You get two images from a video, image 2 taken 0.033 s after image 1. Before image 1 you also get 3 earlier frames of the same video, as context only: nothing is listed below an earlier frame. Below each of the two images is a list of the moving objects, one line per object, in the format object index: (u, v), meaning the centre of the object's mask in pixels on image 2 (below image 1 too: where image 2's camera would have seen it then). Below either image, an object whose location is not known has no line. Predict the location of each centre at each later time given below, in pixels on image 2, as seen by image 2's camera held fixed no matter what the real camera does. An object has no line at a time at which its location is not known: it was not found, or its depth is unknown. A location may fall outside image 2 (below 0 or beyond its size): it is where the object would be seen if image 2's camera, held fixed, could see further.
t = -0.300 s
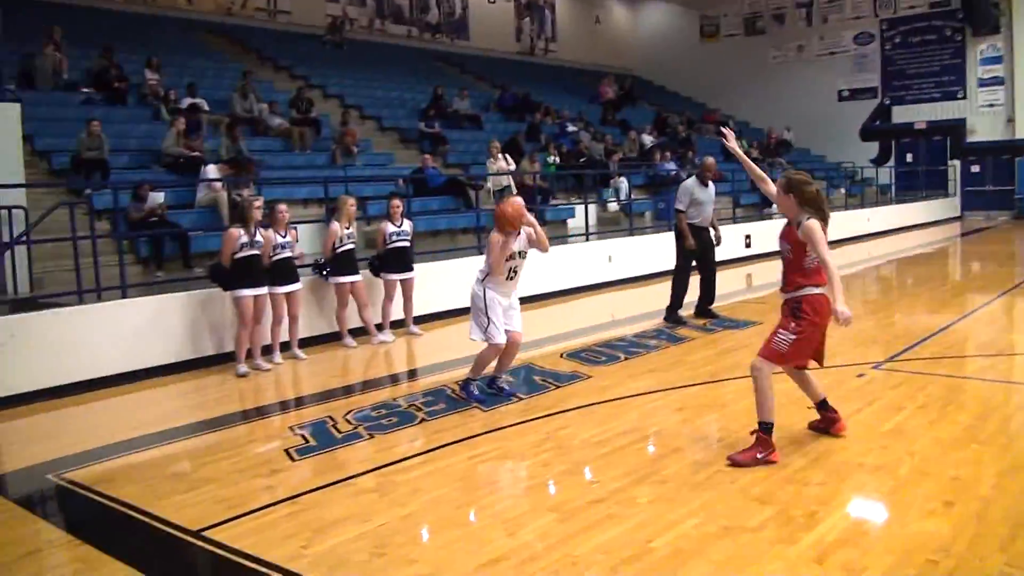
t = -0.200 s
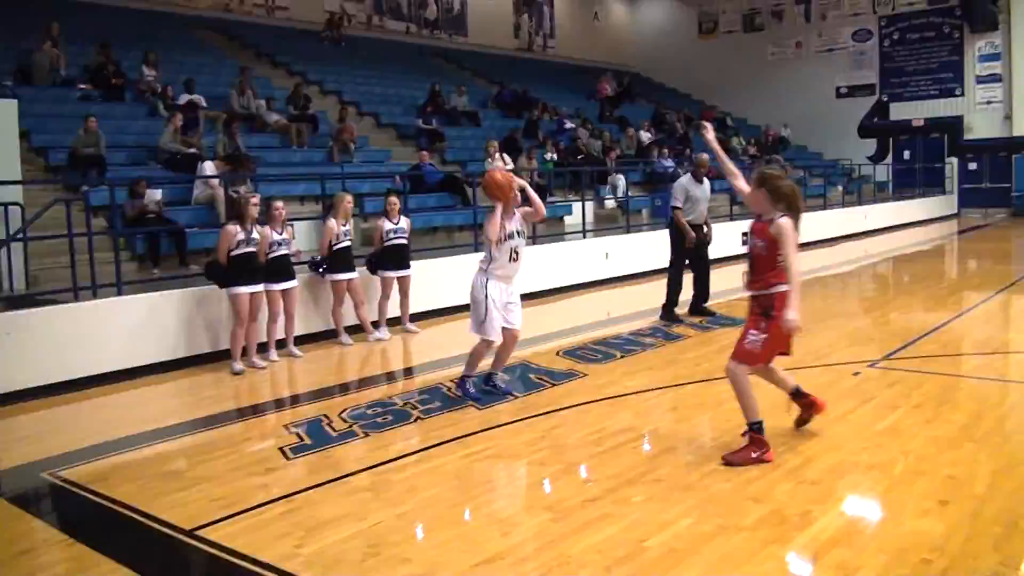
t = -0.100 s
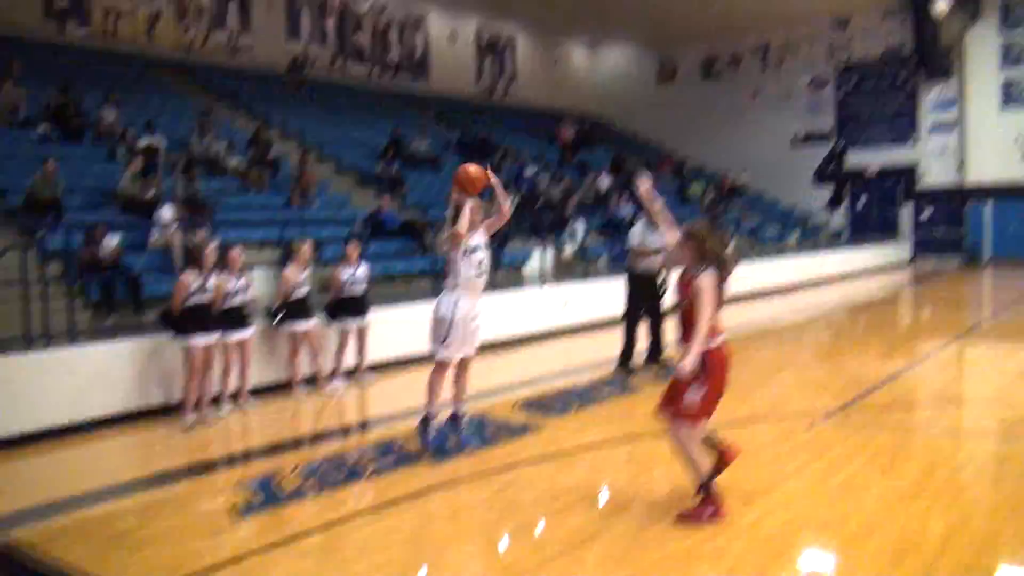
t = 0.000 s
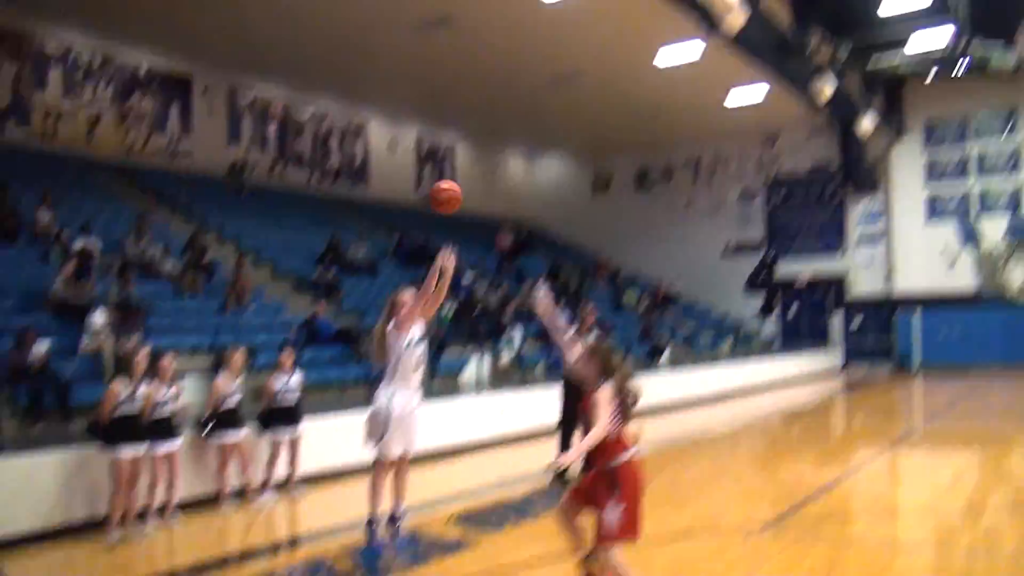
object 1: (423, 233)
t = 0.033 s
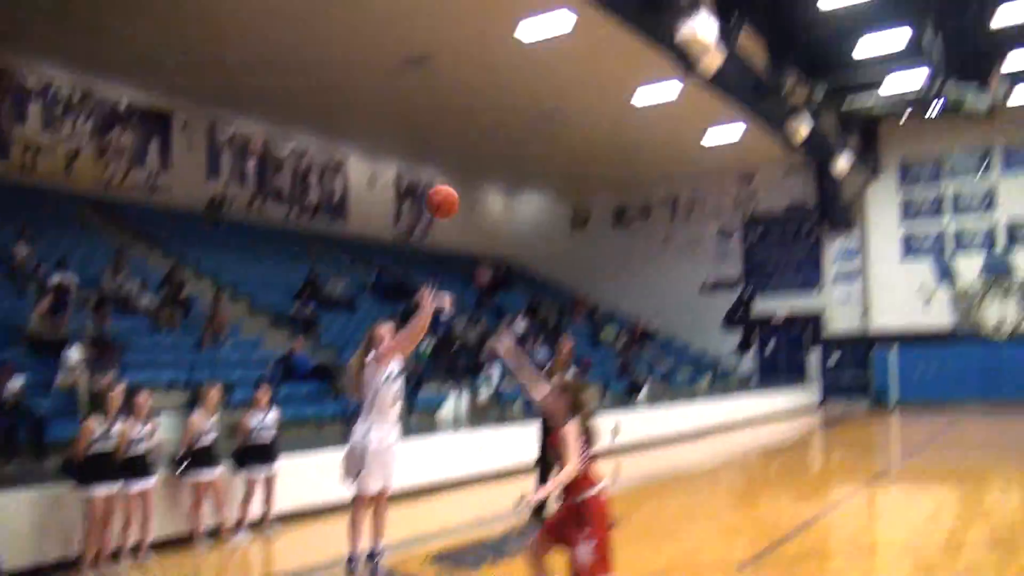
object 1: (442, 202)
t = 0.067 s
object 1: (461, 171)
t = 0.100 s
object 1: (483, 141)
